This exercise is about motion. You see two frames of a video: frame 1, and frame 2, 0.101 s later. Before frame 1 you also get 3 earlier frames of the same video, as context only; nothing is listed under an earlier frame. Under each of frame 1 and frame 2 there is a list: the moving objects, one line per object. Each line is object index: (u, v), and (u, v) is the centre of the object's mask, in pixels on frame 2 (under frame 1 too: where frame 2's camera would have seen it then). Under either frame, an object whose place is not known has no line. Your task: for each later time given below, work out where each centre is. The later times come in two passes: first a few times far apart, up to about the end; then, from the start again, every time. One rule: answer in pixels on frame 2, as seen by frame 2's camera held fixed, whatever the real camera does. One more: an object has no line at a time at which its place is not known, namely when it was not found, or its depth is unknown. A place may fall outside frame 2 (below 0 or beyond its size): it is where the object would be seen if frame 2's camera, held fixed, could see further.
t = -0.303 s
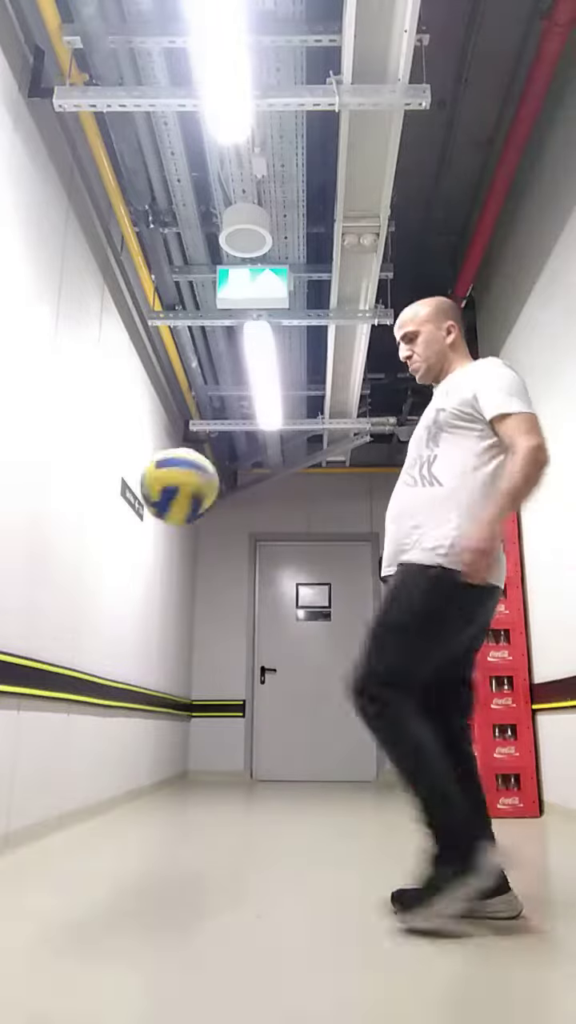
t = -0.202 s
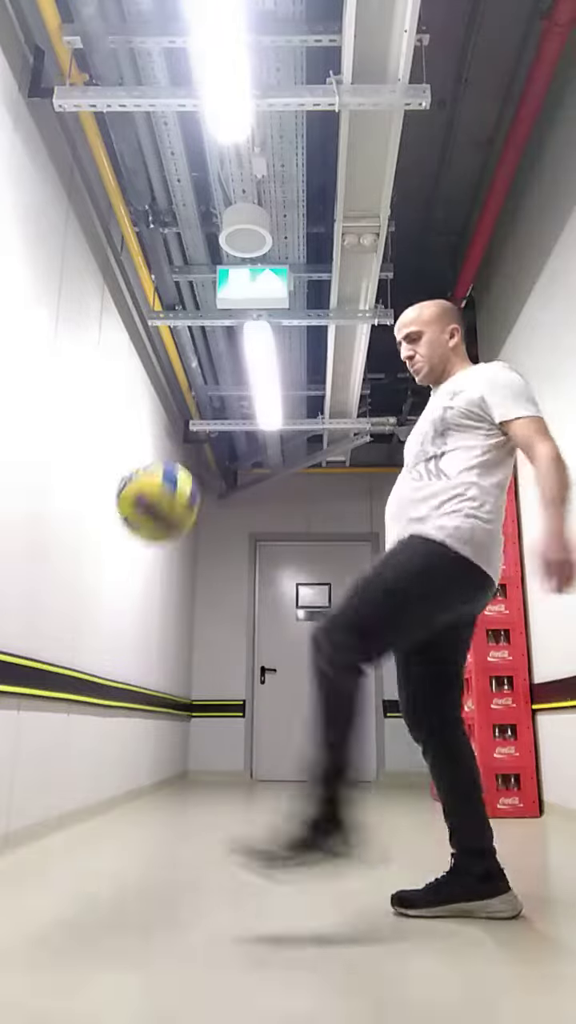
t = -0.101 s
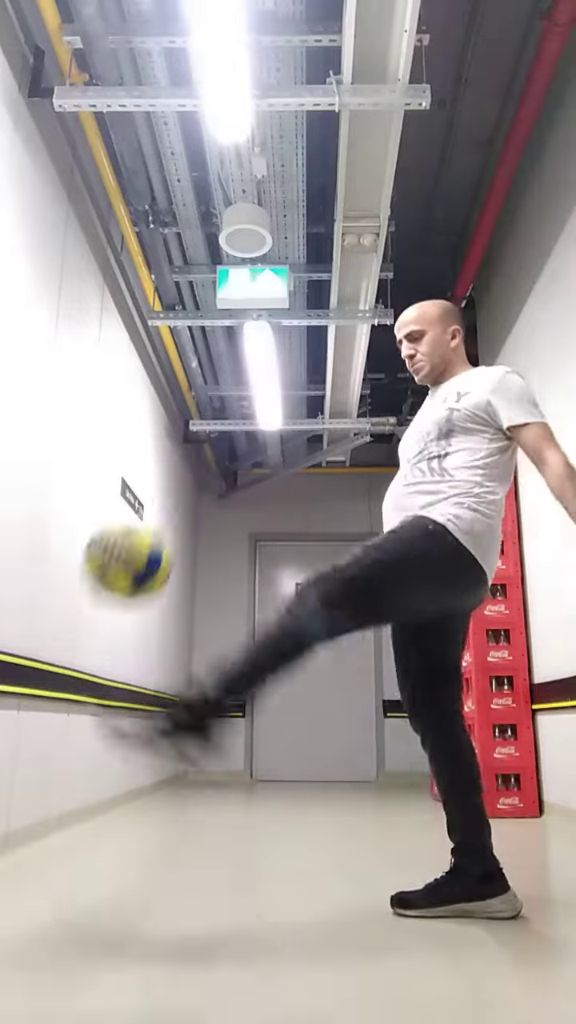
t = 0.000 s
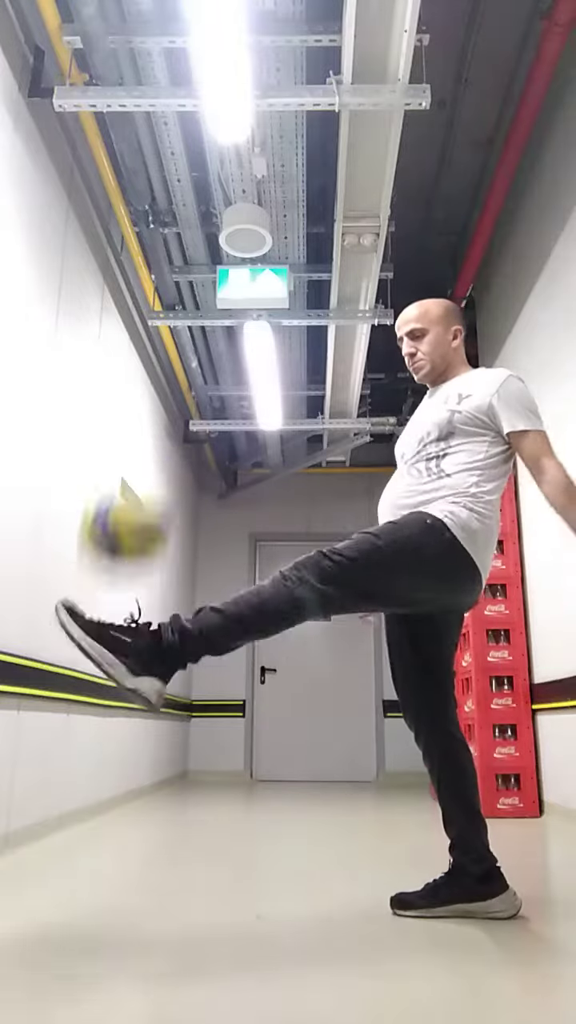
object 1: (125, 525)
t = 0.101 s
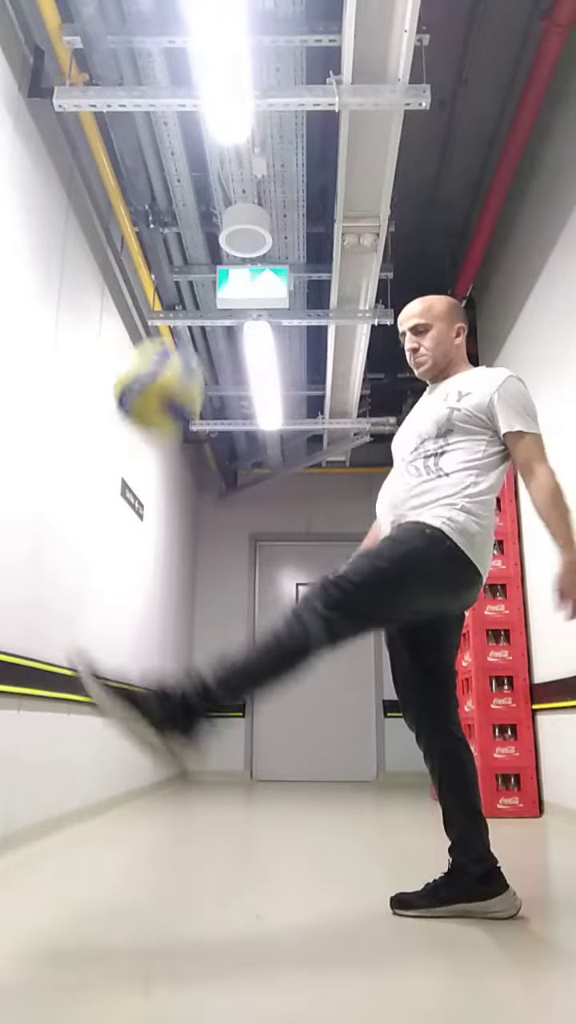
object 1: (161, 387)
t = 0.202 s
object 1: (184, 303)
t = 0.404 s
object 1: (238, 237)
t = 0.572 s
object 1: (288, 307)
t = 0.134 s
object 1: (170, 359)
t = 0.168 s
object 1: (176, 329)
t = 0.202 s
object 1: (184, 303)
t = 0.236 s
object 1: (192, 280)
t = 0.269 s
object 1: (201, 265)
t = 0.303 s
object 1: (211, 251)
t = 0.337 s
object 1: (222, 241)
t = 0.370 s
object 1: (230, 237)
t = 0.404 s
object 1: (238, 237)
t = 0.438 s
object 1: (247, 240)
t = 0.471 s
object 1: (257, 249)
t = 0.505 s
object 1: (269, 263)
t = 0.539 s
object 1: (279, 280)
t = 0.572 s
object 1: (288, 307)
